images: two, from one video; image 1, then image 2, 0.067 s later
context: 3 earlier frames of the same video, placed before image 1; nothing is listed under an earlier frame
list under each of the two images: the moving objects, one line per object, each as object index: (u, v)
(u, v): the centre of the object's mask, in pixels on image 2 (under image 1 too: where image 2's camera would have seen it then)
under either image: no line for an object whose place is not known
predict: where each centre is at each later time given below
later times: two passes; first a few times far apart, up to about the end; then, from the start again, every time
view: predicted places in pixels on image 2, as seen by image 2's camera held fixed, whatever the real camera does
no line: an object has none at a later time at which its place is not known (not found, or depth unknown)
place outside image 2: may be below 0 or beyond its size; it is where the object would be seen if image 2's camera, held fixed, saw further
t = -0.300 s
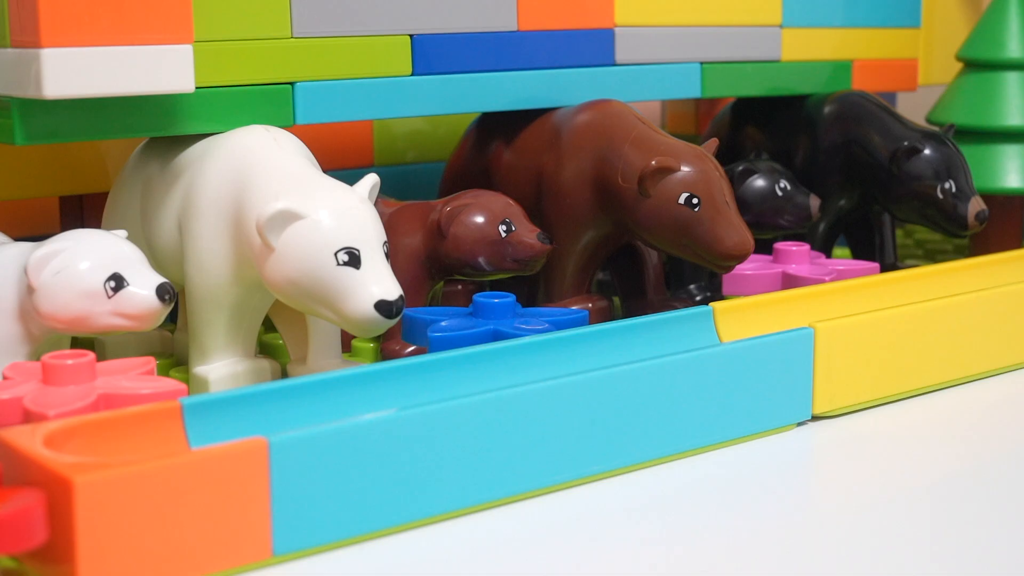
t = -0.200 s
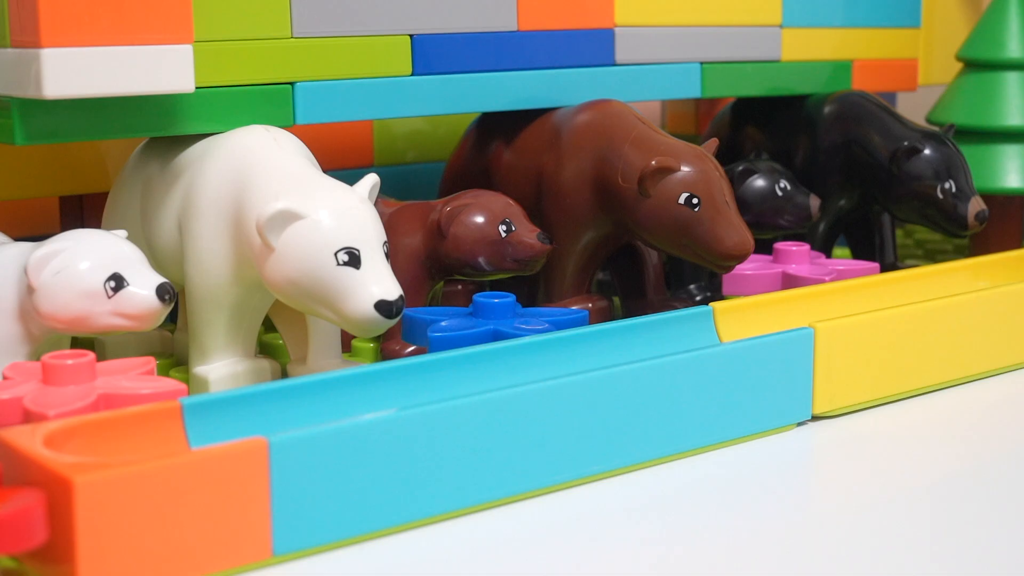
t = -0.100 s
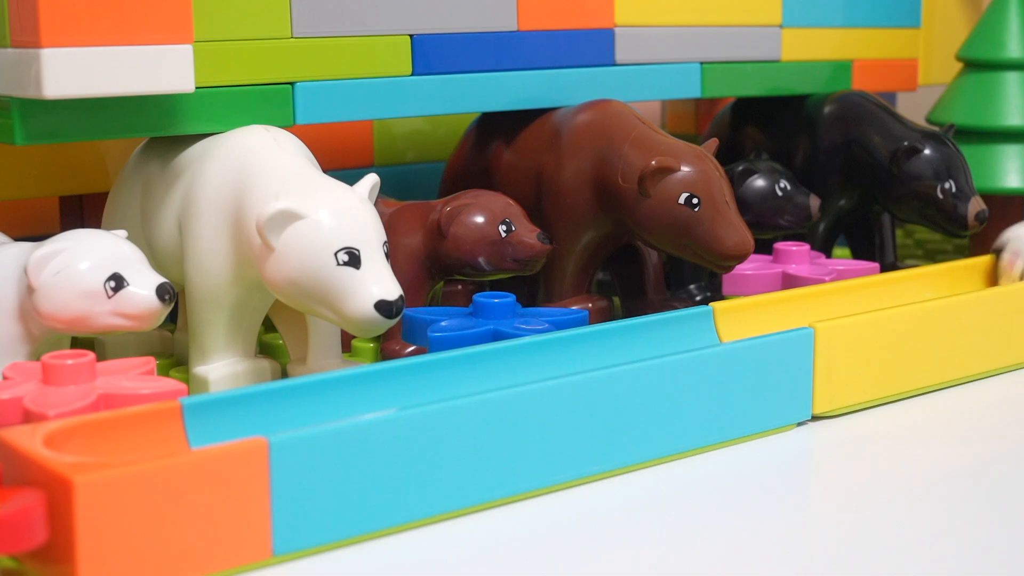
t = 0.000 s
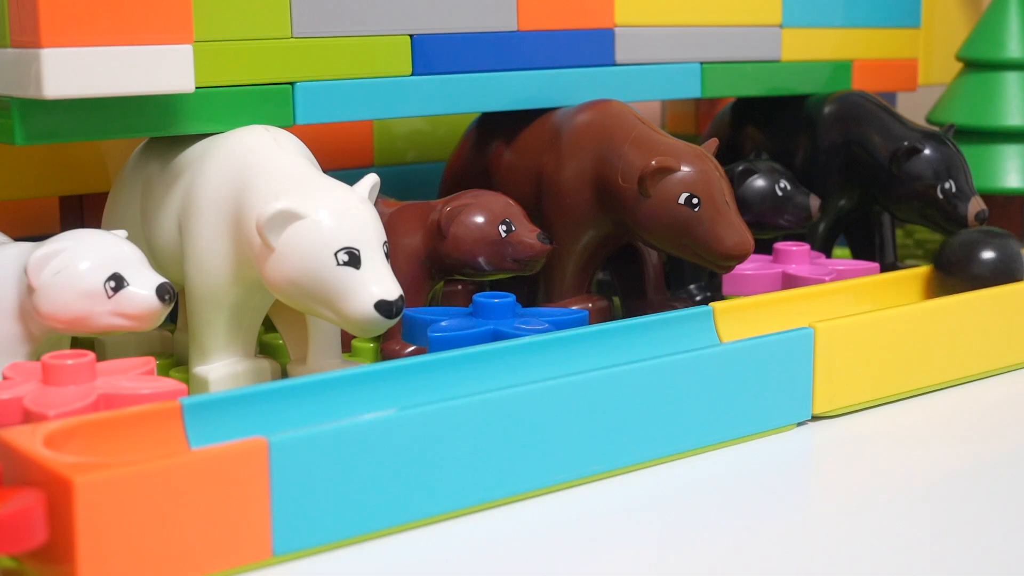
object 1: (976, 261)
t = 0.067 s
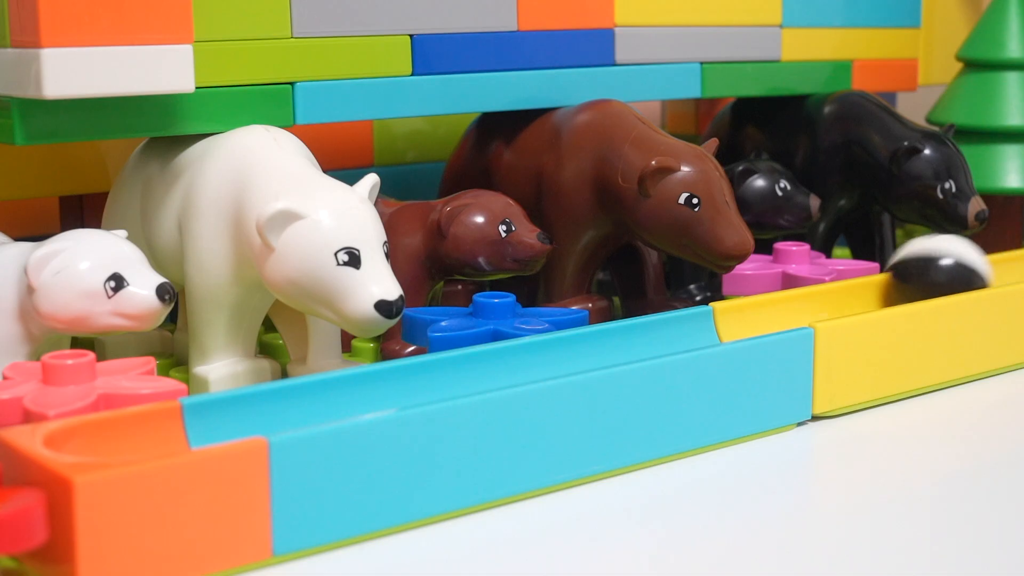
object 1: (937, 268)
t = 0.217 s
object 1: (839, 286)
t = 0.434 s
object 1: (684, 316)
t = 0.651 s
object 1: (506, 349)
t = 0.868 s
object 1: (310, 384)
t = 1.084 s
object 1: (114, 414)
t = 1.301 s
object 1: (163, 410)
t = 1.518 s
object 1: (220, 401)
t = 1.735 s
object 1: (266, 394)
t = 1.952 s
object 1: (306, 386)
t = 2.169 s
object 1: (321, 383)
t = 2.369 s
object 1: (307, 386)
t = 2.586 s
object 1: (288, 390)
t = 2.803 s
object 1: (267, 393)
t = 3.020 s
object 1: (253, 396)
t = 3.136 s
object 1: (258, 395)
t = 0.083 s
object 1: (925, 271)
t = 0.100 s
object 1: (915, 273)
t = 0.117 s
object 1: (905, 274)
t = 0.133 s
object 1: (893, 276)
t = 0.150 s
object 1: (882, 278)
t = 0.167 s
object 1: (872, 280)
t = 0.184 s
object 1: (861, 282)
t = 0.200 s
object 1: (850, 284)
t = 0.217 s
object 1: (839, 286)
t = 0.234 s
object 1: (828, 289)
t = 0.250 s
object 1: (815, 292)
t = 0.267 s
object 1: (805, 294)
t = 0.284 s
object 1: (794, 295)
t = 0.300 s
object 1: (782, 297)
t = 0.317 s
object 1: (769, 300)
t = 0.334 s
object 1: (759, 302)
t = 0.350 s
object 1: (750, 304)
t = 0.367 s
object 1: (737, 306)
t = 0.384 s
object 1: (723, 308)
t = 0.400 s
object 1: (709, 311)
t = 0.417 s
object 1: (696, 314)
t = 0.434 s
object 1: (684, 316)
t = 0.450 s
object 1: (670, 318)
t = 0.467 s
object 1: (657, 321)
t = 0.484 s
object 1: (644, 324)
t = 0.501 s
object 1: (631, 326)
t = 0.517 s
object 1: (618, 328)
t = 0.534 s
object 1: (605, 331)
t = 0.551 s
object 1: (592, 334)
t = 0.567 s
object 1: (577, 337)
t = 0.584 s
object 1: (562, 340)
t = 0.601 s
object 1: (549, 342)
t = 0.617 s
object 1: (536, 344)
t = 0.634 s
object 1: (521, 346)
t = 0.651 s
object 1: (506, 349)
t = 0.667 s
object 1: (495, 351)
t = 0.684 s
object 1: (481, 352)
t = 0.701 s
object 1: (467, 355)
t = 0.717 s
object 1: (451, 357)
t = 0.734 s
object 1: (435, 360)
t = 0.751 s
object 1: (419, 363)
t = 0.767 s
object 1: (404, 366)
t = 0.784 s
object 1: (388, 369)
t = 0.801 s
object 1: (372, 372)
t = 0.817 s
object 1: (356, 375)
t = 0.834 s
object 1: (340, 378)
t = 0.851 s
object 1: (324, 381)
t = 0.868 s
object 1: (310, 384)
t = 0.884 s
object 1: (295, 387)
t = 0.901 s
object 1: (280, 390)
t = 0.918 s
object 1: (266, 393)
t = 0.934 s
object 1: (250, 396)
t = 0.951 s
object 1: (235, 399)
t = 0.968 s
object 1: (226, 397)
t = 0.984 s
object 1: (206, 403)
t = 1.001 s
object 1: (188, 407)
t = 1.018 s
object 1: (170, 410)
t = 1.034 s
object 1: (153, 412)
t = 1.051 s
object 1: (141, 414)
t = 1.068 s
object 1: (120, 415)
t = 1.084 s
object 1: (114, 414)
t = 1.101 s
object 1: (115, 417)
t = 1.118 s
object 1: (120, 418)
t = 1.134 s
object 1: (124, 417)
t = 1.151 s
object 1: (128, 416)
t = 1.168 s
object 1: (131, 416)
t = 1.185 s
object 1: (134, 415)
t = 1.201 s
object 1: (138, 414)
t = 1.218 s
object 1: (142, 413)
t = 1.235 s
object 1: (146, 413)
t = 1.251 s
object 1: (150, 412)
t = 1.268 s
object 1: (155, 411)
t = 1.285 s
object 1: (158, 411)
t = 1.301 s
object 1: (163, 410)
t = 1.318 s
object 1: (168, 409)
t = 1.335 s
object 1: (172, 408)
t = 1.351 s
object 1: (177, 407)
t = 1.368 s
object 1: (181, 407)
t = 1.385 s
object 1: (186, 406)
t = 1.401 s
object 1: (191, 405)
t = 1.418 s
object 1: (195, 404)
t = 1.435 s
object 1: (199, 404)
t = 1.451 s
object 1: (203, 403)
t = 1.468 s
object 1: (207, 403)
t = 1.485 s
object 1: (211, 402)
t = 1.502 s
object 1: (216, 401)
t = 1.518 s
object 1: (220, 401)
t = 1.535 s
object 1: (224, 400)
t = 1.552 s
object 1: (227, 400)
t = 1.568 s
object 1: (230, 399)
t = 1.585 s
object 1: (234, 399)
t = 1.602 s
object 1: (238, 398)
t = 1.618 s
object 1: (242, 397)
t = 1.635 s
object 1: (247, 395)
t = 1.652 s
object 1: (251, 394)
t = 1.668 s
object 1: (256, 393)
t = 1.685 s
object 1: (254, 396)
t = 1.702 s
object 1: (258, 395)
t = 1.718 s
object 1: (262, 395)
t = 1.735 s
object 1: (266, 394)
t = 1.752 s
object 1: (269, 393)
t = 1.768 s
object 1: (273, 392)
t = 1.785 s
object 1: (277, 392)
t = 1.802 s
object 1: (280, 391)
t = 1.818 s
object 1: (284, 390)
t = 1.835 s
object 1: (287, 389)
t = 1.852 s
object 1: (290, 389)
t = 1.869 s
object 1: (293, 389)
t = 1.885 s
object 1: (296, 388)
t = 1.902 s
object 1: (298, 388)
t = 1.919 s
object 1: (301, 387)
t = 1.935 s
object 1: (304, 387)
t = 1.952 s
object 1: (306, 386)
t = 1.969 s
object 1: (308, 386)
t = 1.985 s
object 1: (310, 386)
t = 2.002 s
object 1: (312, 385)
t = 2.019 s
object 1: (314, 385)
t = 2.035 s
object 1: (316, 384)
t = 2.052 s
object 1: (317, 384)
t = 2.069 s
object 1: (319, 384)
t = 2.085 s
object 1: (320, 383)
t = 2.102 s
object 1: (321, 383)
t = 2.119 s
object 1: (322, 383)
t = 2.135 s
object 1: (322, 383)
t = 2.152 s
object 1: (322, 383)
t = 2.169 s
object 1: (321, 383)
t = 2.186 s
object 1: (320, 383)
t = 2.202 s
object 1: (320, 383)
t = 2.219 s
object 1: (318, 384)
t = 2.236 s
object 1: (318, 384)
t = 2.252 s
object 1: (316, 384)
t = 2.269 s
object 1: (315, 384)
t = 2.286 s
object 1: (314, 384)
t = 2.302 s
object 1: (313, 385)
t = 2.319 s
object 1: (311, 385)
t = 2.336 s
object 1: (310, 386)
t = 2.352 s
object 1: (309, 386)
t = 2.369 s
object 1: (307, 386)
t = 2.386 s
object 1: (306, 386)
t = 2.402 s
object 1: (305, 387)
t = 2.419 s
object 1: (303, 387)
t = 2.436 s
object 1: (302, 387)
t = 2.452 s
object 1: (300, 388)
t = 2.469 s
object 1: (299, 388)
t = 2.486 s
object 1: (297, 388)
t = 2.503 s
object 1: (296, 388)
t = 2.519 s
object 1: (295, 389)
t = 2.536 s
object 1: (293, 389)
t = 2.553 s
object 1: (292, 389)
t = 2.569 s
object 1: (290, 389)
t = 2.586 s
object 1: (288, 390)
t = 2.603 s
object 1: (287, 390)
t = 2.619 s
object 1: (285, 390)
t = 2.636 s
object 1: (283, 391)
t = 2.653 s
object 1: (281, 391)
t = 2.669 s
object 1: (280, 391)
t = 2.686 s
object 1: (278, 392)
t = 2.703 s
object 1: (276, 392)
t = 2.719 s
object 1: (275, 392)
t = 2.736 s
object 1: (273, 392)
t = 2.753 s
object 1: (272, 393)
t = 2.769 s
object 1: (270, 393)
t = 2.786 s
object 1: (268, 393)
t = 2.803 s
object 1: (267, 393)
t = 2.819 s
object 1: (265, 394)
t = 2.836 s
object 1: (264, 394)
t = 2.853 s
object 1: (262, 394)
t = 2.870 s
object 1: (261, 394)
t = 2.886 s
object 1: (260, 395)
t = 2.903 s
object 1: (258, 395)
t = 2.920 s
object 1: (257, 395)
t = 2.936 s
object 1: (256, 395)
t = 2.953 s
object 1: (255, 396)
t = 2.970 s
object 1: (254, 396)
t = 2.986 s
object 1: (253, 396)
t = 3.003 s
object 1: (253, 396)
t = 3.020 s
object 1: (253, 396)
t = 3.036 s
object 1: (253, 396)
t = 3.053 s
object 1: (254, 396)
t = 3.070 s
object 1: (255, 396)
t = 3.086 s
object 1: (255, 396)
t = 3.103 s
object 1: (256, 395)
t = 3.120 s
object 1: (257, 395)
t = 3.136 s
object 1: (258, 395)
